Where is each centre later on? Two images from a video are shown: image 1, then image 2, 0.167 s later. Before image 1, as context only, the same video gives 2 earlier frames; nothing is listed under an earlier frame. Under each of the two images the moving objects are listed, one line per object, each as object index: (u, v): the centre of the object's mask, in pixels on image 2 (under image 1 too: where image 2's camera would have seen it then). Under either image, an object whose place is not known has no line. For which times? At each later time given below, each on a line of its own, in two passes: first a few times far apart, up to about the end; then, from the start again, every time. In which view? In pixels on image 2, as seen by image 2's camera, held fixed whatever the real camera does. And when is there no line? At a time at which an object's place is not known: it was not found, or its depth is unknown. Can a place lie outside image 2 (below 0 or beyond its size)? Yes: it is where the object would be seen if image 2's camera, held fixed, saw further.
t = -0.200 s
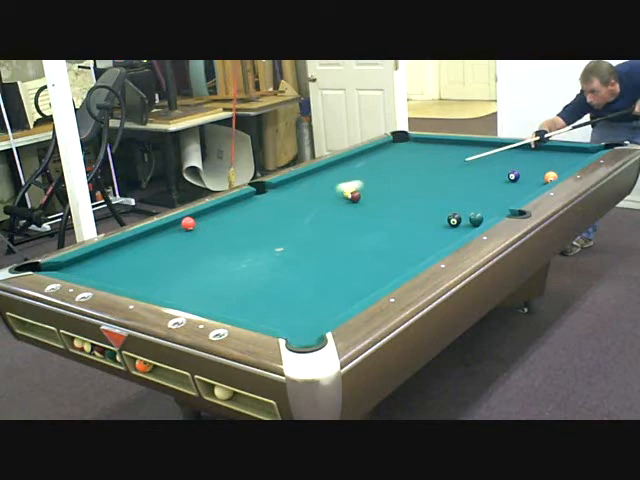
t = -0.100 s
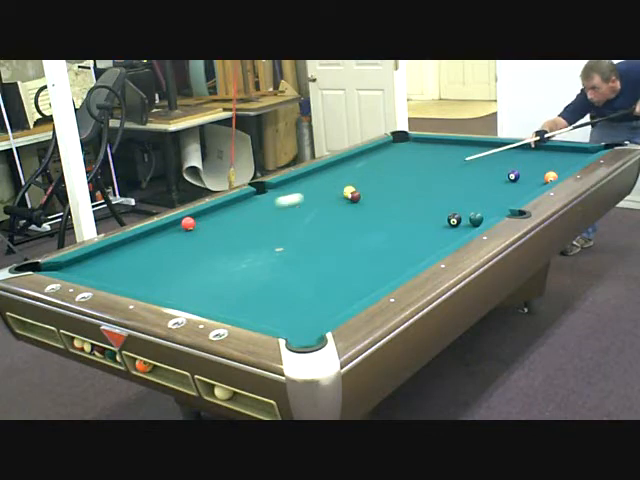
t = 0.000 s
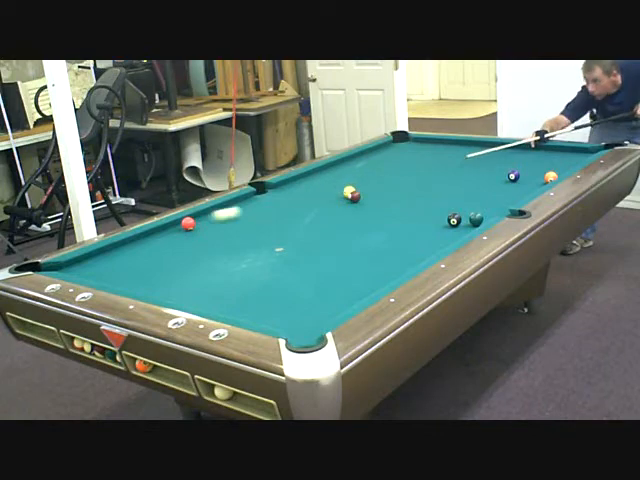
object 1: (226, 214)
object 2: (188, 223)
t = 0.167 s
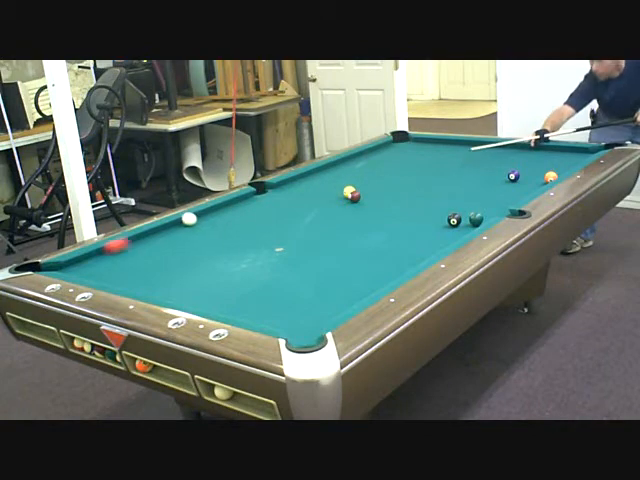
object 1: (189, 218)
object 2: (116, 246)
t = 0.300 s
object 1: (196, 222)
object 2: (65, 266)
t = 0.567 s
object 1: (197, 230)
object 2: (63, 269)
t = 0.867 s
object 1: (198, 240)
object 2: (85, 269)
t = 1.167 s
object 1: (198, 250)
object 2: (104, 266)
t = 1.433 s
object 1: (199, 259)
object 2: (120, 264)
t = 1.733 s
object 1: (200, 270)
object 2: (136, 262)
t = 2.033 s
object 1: (202, 280)
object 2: (149, 260)
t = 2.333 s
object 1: (204, 290)
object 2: (161, 258)
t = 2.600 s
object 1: (205, 300)
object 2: (169, 257)
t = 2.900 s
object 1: (210, 306)
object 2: (176, 256)
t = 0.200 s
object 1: (192, 219)
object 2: (101, 251)
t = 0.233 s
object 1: (194, 220)
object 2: (88, 257)
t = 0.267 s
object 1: (195, 221)
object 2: (76, 262)
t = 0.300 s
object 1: (196, 222)
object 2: (65, 266)
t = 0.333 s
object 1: (196, 223)
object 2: (56, 268)
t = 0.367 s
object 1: (196, 224)
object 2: (58, 266)
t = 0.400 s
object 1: (196, 225)
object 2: (59, 265)
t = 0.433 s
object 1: (196, 226)
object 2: (60, 266)
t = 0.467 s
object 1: (196, 227)
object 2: (61, 267)
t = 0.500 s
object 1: (196, 228)
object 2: (61, 268)
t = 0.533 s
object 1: (197, 229)
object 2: (62, 269)
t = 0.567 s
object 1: (197, 230)
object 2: (63, 269)
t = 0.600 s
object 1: (197, 231)
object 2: (65, 269)
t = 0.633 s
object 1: (197, 232)
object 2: (68, 269)
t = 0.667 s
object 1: (197, 233)
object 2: (71, 269)
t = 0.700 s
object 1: (197, 235)
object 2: (73, 269)
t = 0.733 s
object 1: (197, 236)
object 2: (75, 269)
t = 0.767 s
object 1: (197, 237)
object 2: (78, 269)
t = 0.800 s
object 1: (197, 238)
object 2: (80, 269)
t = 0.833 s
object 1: (197, 239)
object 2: (82, 269)
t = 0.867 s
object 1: (198, 240)
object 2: (85, 269)
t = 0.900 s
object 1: (198, 241)
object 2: (87, 268)
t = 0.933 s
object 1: (198, 242)
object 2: (89, 268)
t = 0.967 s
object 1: (198, 243)
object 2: (91, 268)
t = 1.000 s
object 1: (198, 245)
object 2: (94, 267)
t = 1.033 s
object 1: (198, 246)
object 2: (96, 267)
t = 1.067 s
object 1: (198, 247)
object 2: (98, 267)
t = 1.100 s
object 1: (198, 248)
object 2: (100, 267)
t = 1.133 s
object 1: (198, 249)
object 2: (102, 266)
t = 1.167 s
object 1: (198, 250)
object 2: (104, 266)
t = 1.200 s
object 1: (198, 251)
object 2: (106, 265)
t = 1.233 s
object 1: (198, 252)
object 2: (108, 265)
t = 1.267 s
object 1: (198, 254)
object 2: (110, 265)
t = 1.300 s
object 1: (199, 255)
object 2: (112, 265)
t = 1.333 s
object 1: (199, 256)
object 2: (115, 264)
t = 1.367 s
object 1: (199, 257)
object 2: (116, 264)
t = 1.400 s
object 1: (199, 258)
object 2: (118, 264)
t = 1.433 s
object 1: (199, 259)
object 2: (120, 264)
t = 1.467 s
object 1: (199, 260)
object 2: (122, 264)
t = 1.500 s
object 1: (199, 262)
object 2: (124, 263)
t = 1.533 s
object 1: (200, 263)
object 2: (125, 263)
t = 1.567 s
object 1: (200, 264)
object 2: (127, 263)
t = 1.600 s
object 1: (200, 265)
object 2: (129, 263)
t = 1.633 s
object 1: (200, 266)
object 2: (131, 263)
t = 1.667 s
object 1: (200, 267)
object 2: (133, 262)
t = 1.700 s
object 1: (200, 269)
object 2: (134, 262)
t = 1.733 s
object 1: (200, 270)
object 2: (136, 262)
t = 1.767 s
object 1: (201, 271)
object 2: (137, 262)
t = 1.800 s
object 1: (201, 272)
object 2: (139, 262)
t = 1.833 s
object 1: (201, 273)
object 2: (140, 261)
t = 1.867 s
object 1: (201, 274)
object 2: (142, 261)
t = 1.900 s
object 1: (201, 276)
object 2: (144, 261)
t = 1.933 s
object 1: (201, 277)
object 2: (145, 260)
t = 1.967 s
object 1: (202, 278)
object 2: (147, 260)
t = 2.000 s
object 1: (202, 279)
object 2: (148, 260)
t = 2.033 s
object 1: (202, 280)
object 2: (149, 260)
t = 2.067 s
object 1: (202, 281)
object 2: (151, 260)
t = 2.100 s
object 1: (202, 282)
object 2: (152, 260)
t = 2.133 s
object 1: (202, 284)
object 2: (153, 259)
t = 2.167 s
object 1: (203, 285)
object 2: (155, 259)
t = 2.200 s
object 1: (203, 286)
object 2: (156, 259)
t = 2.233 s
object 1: (203, 287)
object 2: (157, 259)
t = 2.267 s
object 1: (203, 288)
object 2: (158, 259)
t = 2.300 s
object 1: (203, 289)
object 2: (159, 259)
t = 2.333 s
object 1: (204, 290)
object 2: (161, 258)
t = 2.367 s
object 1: (204, 292)
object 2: (162, 258)
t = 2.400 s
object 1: (204, 293)
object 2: (163, 258)
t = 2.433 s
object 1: (204, 294)
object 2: (164, 258)
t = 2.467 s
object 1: (204, 295)
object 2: (165, 258)
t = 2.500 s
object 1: (205, 296)
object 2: (166, 258)
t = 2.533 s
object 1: (205, 297)
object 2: (167, 258)
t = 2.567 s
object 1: (205, 299)
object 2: (168, 258)
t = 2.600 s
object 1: (205, 300)
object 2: (169, 257)
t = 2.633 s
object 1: (206, 301)
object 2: (170, 258)
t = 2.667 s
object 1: (206, 301)
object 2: (171, 257)
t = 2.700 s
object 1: (206, 302)
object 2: (171, 257)
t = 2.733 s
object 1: (206, 303)
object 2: (172, 257)
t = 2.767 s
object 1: (206, 304)
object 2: (173, 257)
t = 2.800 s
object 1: (207, 305)
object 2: (174, 257)
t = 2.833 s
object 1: (207, 306)
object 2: (175, 257)
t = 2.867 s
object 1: (208, 306)
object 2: (176, 256)
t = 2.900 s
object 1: (210, 306)
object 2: (176, 256)
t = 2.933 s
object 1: (212, 306)
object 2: (177, 256)
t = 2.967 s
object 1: (213, 306)
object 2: (178, 256)
